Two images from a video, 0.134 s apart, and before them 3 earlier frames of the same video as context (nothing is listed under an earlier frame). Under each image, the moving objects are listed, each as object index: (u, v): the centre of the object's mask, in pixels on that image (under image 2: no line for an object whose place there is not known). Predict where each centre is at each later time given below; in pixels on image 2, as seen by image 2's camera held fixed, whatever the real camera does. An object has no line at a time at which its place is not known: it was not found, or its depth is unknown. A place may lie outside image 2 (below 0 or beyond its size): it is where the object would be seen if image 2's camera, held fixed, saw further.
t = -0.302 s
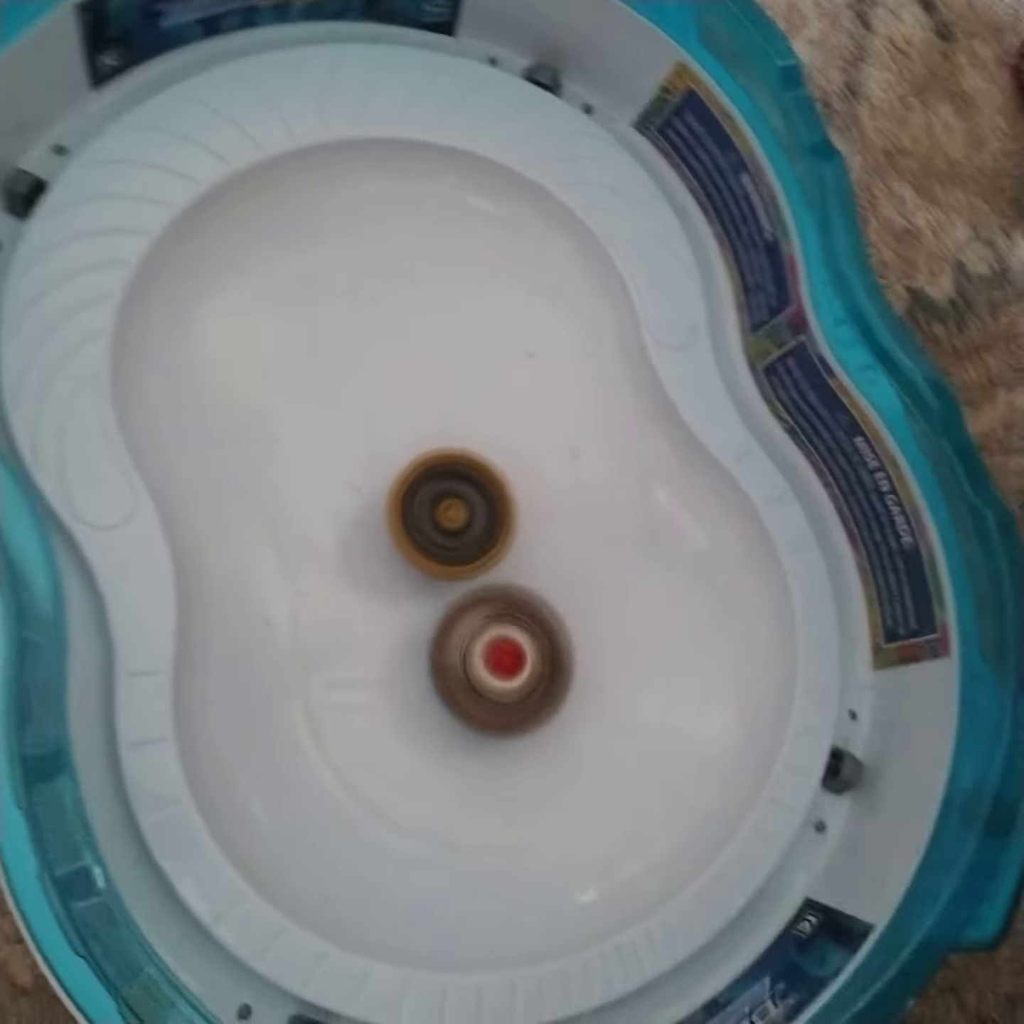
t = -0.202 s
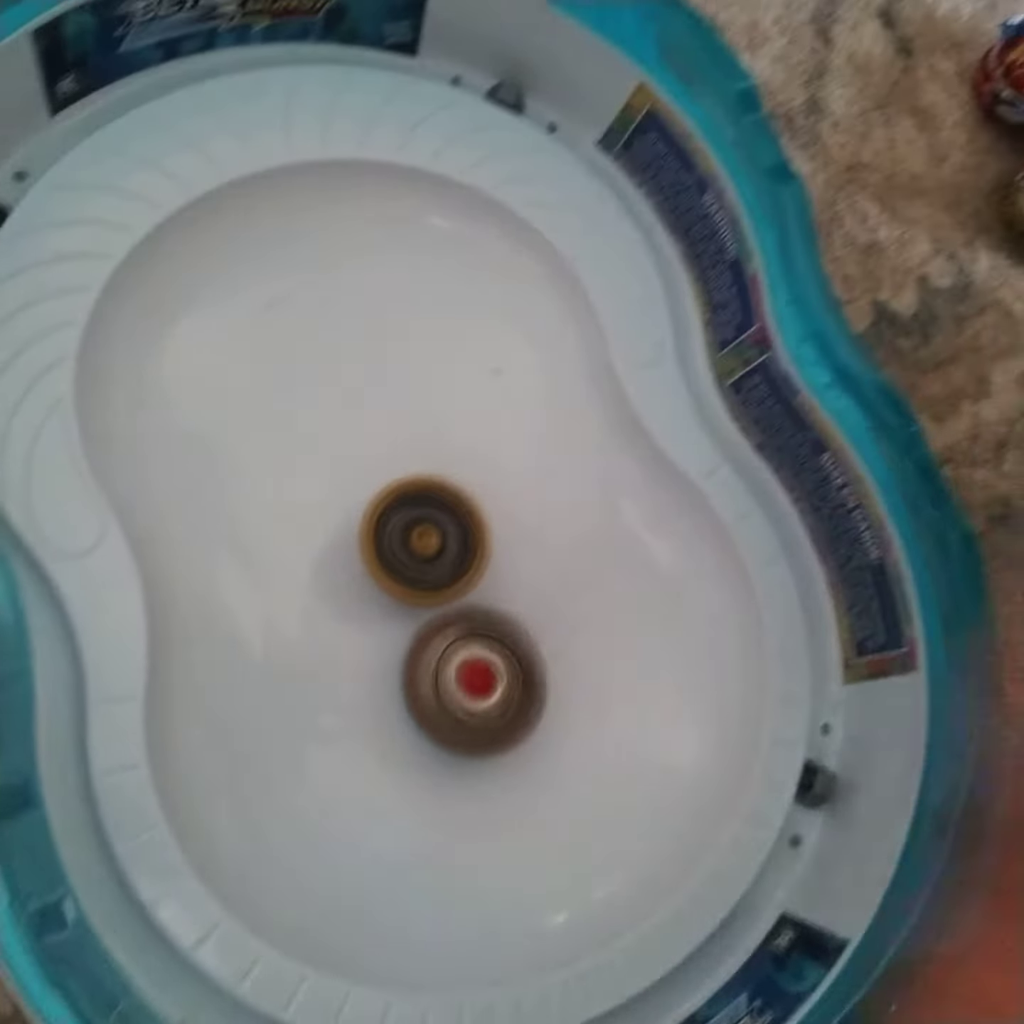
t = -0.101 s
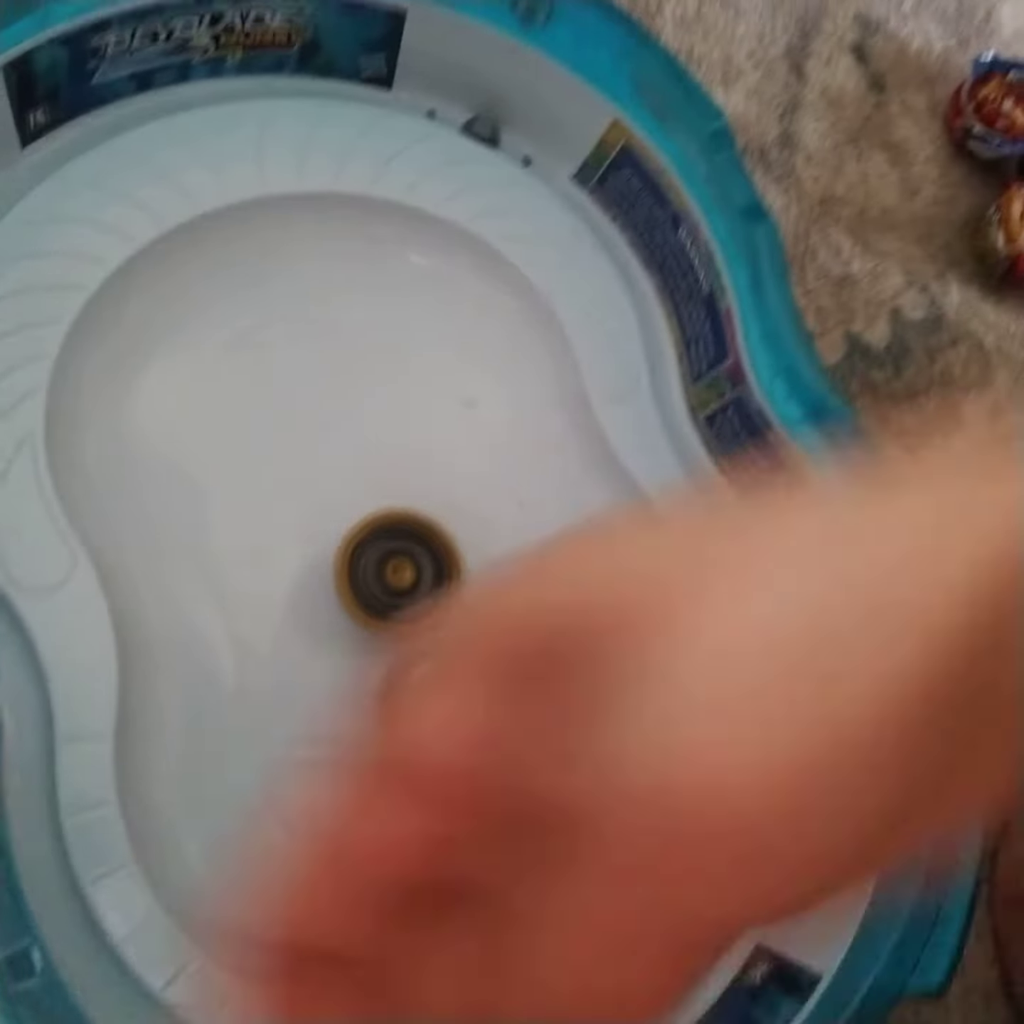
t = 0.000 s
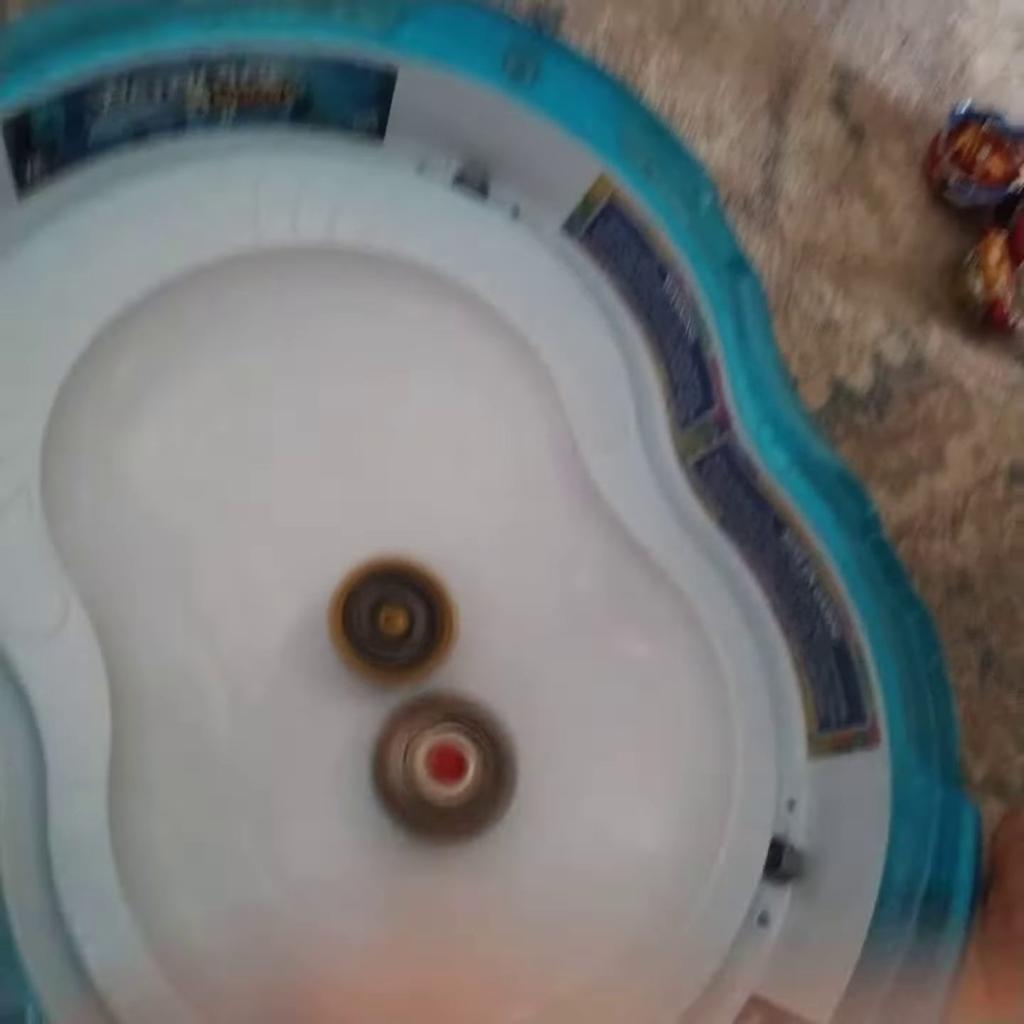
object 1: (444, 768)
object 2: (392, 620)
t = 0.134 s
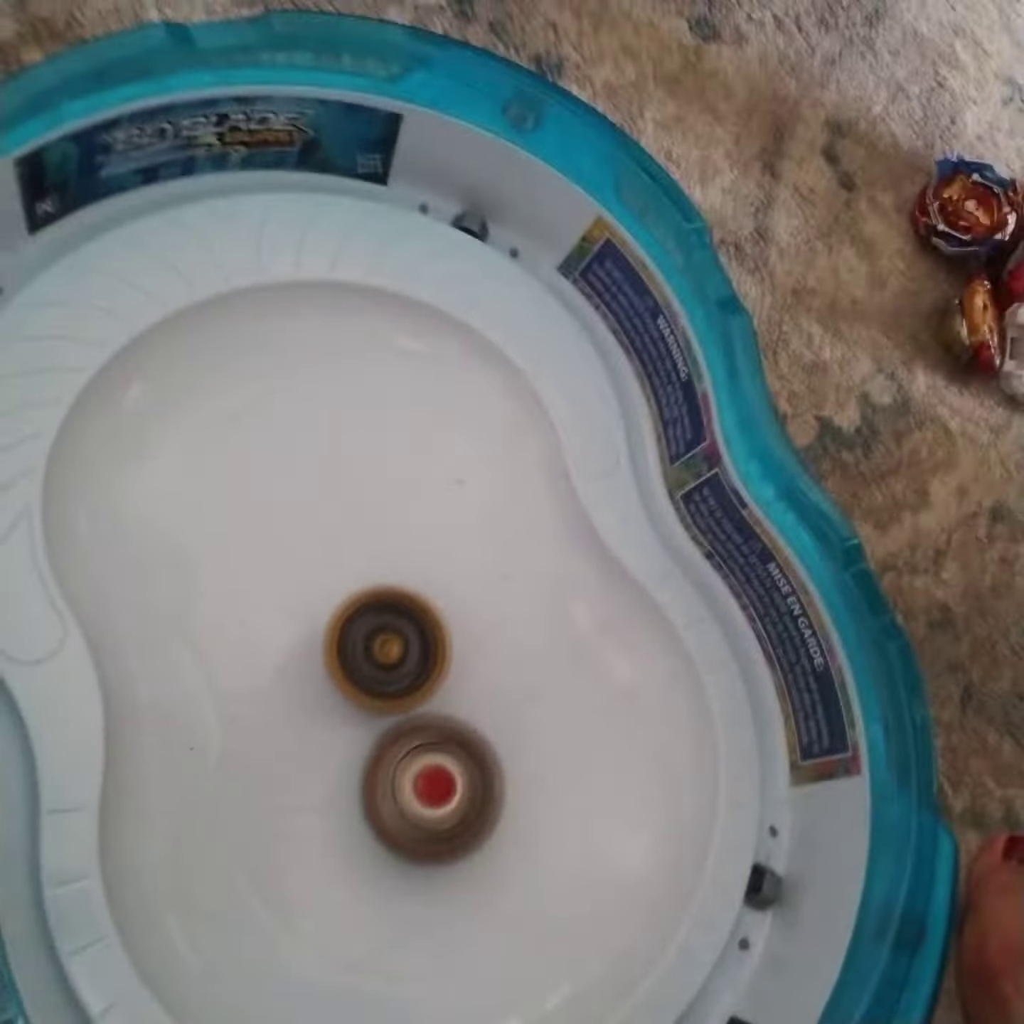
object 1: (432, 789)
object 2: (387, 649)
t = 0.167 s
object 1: (431, 794)
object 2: (384, 648)
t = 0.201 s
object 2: (384, 646)
